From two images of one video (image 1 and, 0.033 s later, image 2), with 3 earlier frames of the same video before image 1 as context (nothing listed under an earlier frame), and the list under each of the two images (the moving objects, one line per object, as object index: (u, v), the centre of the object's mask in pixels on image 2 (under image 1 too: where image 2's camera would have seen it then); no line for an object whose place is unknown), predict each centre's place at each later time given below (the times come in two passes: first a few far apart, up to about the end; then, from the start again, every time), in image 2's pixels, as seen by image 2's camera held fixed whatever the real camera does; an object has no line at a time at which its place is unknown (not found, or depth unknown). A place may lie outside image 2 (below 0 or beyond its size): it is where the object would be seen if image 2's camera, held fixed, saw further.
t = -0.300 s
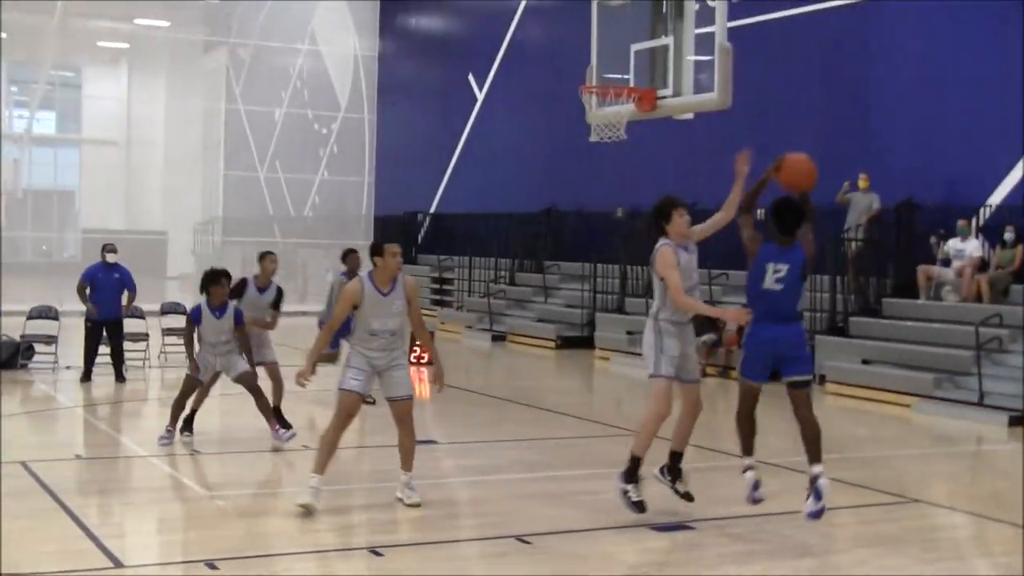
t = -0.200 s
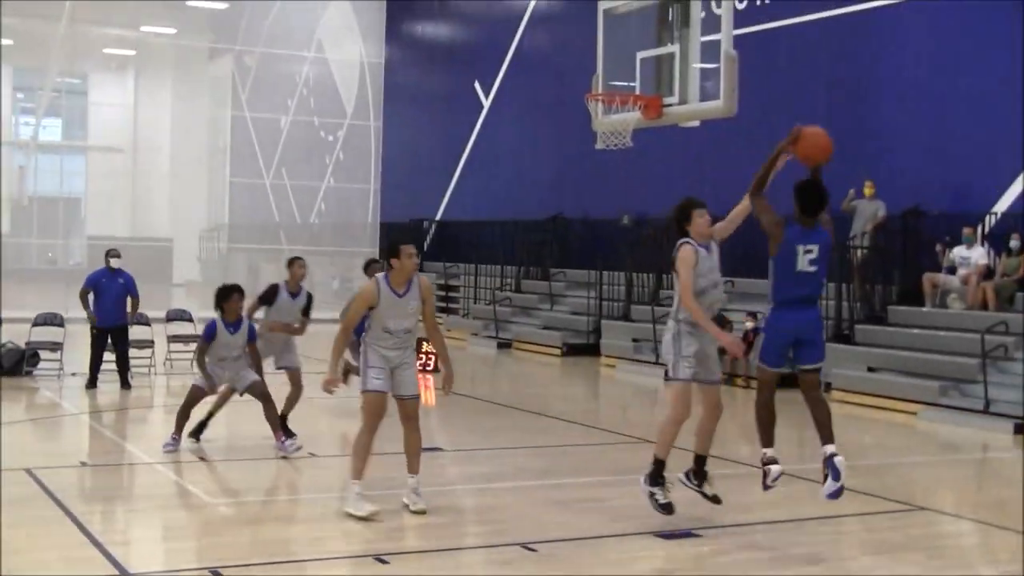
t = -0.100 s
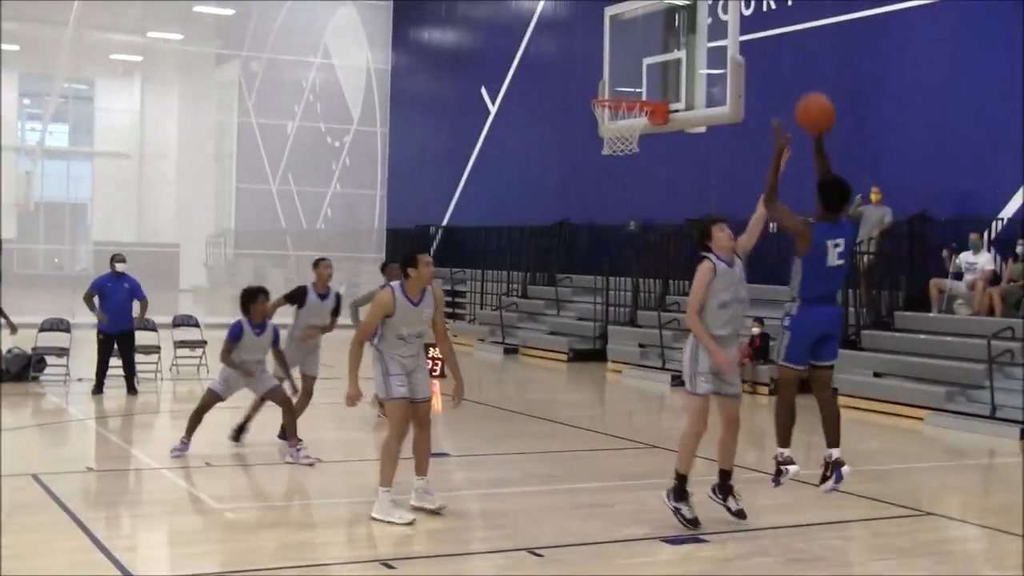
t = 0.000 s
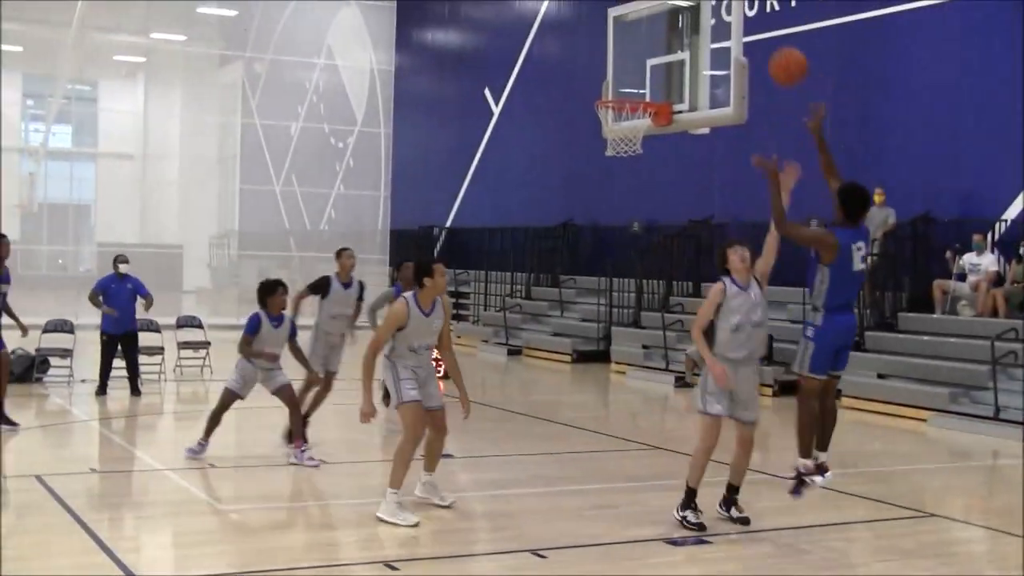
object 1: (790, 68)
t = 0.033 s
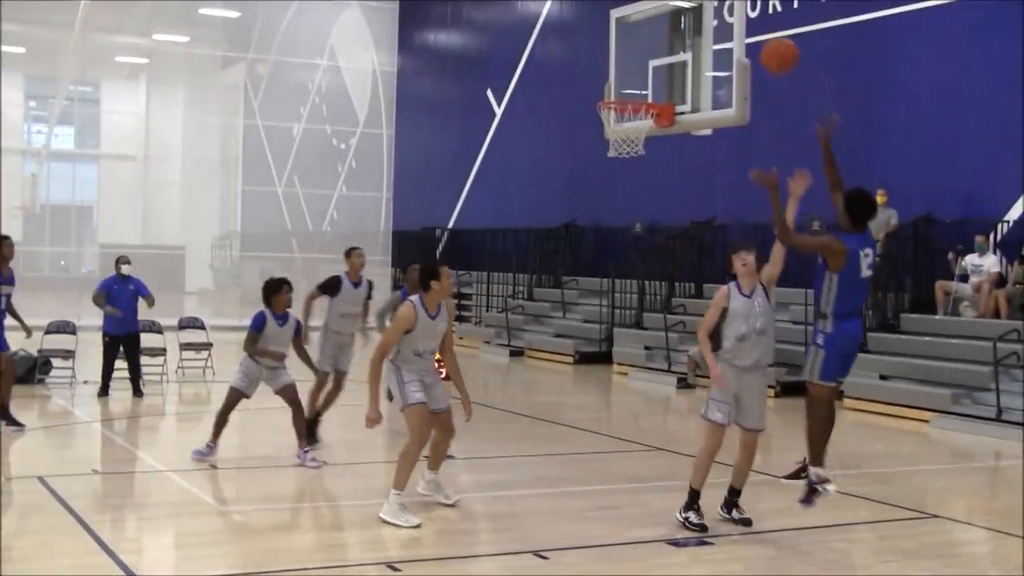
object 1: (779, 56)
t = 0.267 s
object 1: (705, 21)
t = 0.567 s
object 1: (623, 83)
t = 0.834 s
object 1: (618, 83)
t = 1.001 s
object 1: (586, 93)
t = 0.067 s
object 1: (767, 45)
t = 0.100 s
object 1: (757, 37)
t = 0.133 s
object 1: (746, 31)
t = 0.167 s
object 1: (735, 26)
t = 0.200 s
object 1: (725, 22)
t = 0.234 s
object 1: (715, 21)
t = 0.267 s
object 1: (705, 21)
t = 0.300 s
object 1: (695, 23)
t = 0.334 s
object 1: (685, 25)
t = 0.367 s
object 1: (676, 30)
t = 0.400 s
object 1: (667, 35)
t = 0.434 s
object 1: (658, 42)
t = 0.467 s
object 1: (649, 50)
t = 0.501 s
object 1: (640, 60)
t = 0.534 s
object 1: (632, 71)
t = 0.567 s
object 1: (623, 83)
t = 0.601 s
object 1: (615, 92)
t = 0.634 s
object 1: (620, 95)
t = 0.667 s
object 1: (633, 95)
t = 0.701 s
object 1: (642, 94)
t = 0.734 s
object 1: (636, 91)
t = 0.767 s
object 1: (630, 89)
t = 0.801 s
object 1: (624, 86)
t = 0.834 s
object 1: (618, 83)
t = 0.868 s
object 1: (611, 83)
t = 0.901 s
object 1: (605, 83)
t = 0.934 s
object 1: (598, 85)
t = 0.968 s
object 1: (592, 88)
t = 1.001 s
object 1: (586, 93)
